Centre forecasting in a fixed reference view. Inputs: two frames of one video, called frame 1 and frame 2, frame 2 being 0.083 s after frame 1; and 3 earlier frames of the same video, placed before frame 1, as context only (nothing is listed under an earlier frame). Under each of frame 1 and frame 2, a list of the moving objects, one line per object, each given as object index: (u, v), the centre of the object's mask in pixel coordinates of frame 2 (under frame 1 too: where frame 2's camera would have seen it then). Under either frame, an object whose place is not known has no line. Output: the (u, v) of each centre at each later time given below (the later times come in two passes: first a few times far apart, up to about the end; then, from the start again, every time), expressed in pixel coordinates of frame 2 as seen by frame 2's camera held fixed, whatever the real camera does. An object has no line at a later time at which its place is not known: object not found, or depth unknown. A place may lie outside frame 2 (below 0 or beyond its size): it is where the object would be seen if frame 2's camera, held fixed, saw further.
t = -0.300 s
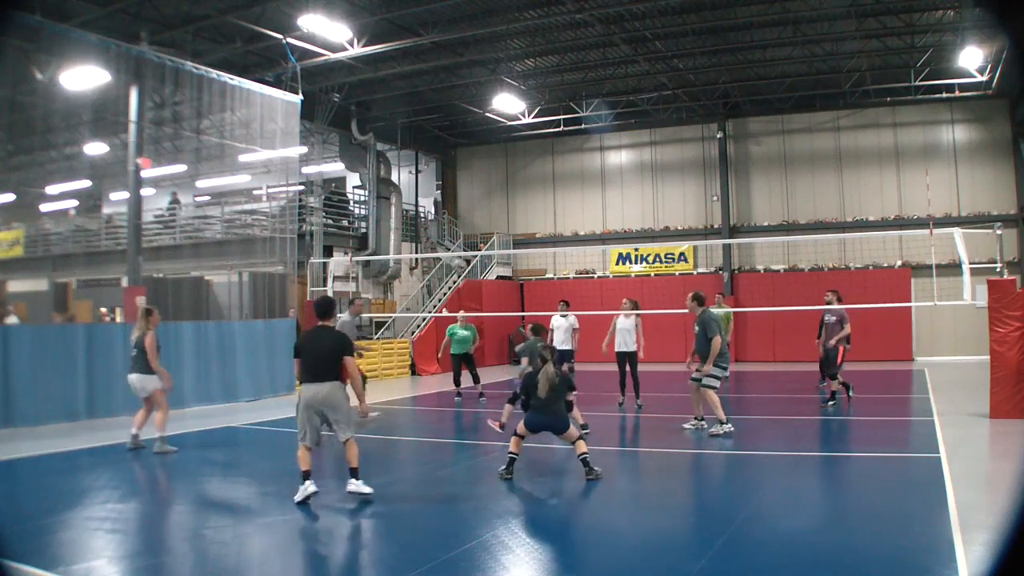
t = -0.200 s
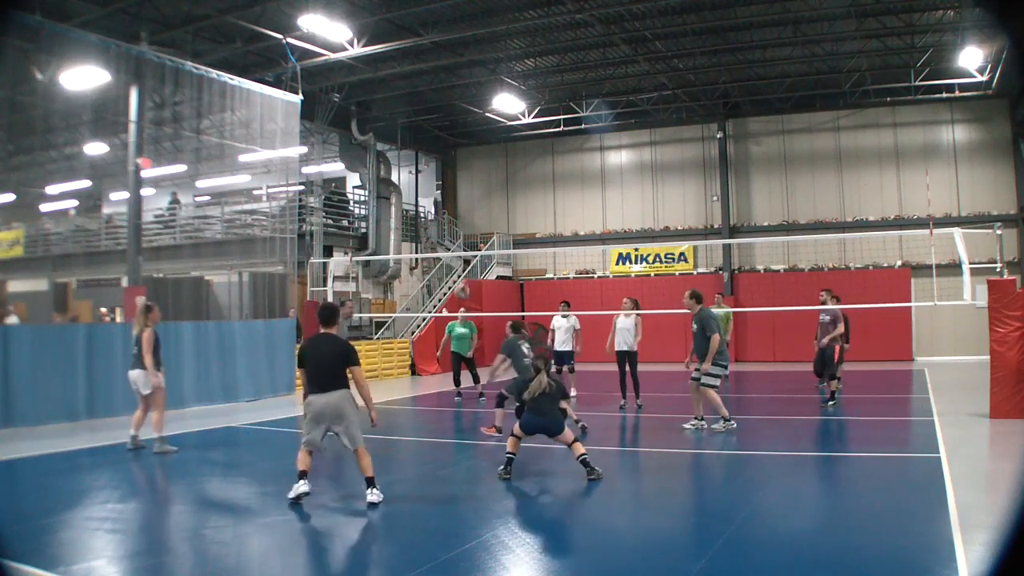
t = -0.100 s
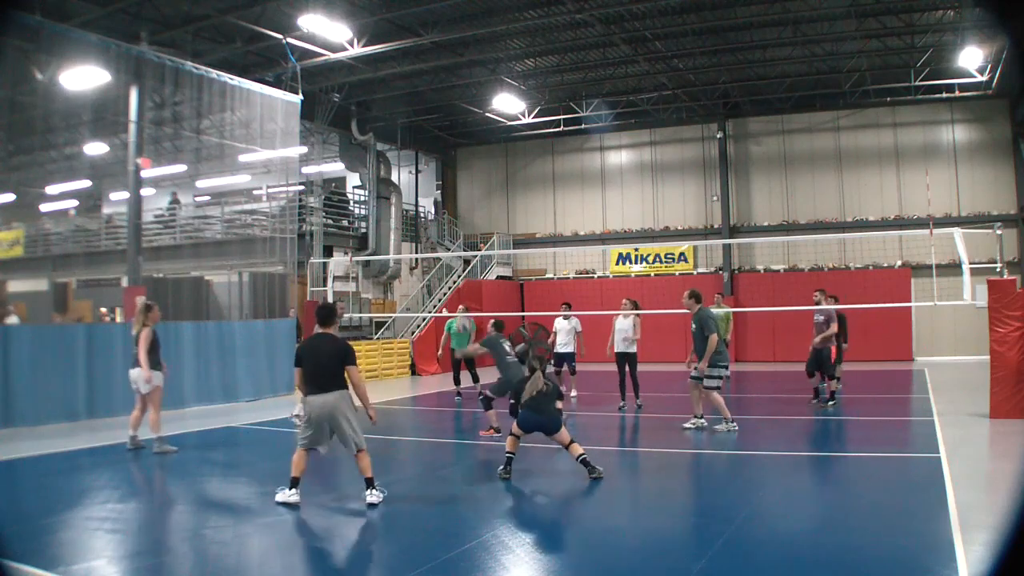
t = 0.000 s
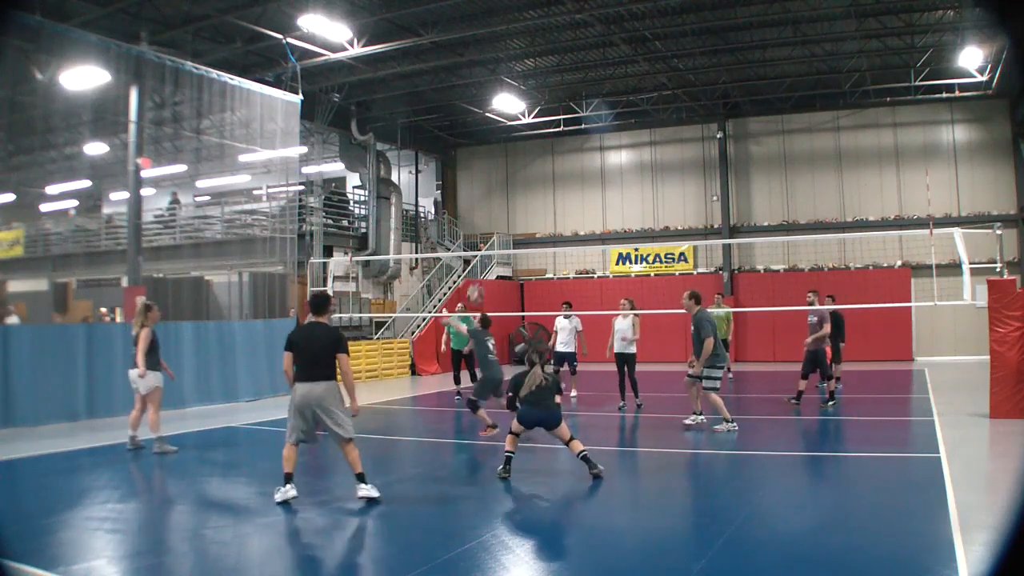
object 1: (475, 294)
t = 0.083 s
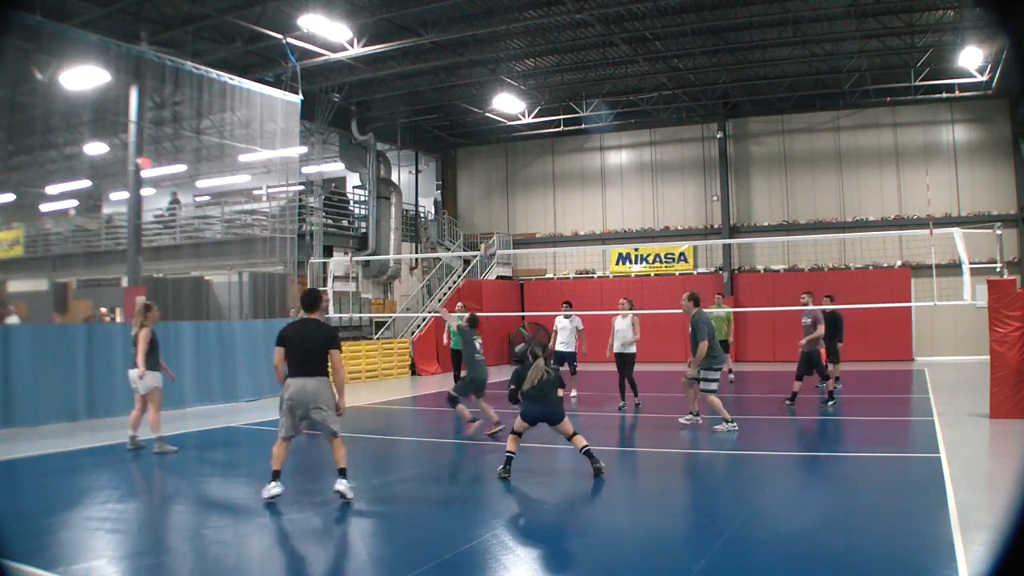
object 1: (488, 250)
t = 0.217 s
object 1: (510, 191)
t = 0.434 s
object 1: (548, 126)
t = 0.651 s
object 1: (589, 95)
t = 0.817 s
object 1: (621, 99)
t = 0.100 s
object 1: (490, 242)
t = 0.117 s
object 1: (492, 233)
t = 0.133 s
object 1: (496, 226)
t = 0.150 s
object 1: (500, 218)
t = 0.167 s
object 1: (503, 211)
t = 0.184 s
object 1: (505, 204)
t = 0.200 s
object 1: (508, 197)
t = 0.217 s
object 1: (510, 191)
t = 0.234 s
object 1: (513, 184)
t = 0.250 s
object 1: (516, 178)
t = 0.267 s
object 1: (519, 172)
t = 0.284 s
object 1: (521, 168)
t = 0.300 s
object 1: (524, 162)
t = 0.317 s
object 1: (528, 156)
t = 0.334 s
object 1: (530, 151)
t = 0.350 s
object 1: (534, 146)
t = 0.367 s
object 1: (537, 141)
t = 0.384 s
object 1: (540, 136)
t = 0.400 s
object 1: (543, 132)
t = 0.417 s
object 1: (546, 129)
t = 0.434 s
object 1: (548, 126)
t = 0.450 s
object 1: (552, 121)
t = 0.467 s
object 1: (556, 117)
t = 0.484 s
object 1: (558, 115)
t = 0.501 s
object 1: (561, 111)
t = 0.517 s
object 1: (564, 109)
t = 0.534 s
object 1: (567, 106)
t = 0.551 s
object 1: (570, 104)
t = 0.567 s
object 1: (573, 102)
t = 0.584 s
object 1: (576, 101)
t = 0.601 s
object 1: (580, 98)
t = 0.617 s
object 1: (583, 97)
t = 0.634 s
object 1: (586, 96)
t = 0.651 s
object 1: (589, 95)
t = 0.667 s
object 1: (592, 94)
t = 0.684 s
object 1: (595, 94)
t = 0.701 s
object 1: (598, 94)
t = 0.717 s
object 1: (602, 94)
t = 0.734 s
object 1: (606, 94)
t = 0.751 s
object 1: (609, 95)
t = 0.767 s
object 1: (613, 94)
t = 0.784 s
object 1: (616, 96)
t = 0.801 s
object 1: (618, 97)
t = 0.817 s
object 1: (621, 99)
